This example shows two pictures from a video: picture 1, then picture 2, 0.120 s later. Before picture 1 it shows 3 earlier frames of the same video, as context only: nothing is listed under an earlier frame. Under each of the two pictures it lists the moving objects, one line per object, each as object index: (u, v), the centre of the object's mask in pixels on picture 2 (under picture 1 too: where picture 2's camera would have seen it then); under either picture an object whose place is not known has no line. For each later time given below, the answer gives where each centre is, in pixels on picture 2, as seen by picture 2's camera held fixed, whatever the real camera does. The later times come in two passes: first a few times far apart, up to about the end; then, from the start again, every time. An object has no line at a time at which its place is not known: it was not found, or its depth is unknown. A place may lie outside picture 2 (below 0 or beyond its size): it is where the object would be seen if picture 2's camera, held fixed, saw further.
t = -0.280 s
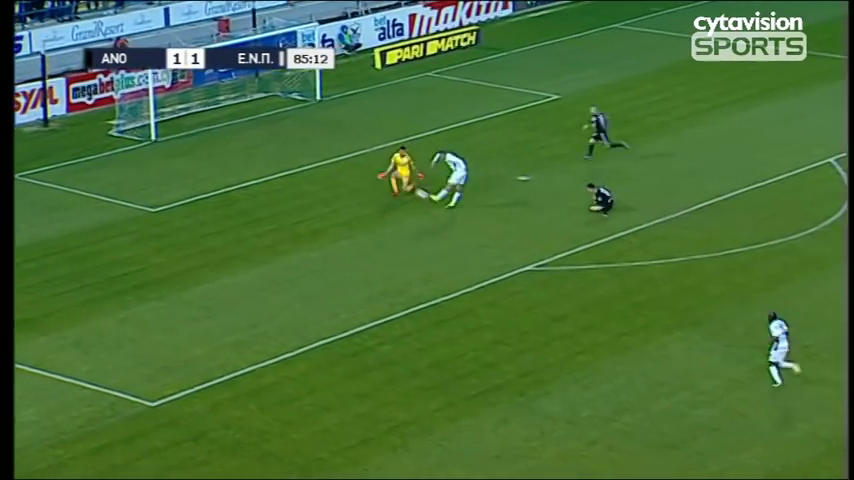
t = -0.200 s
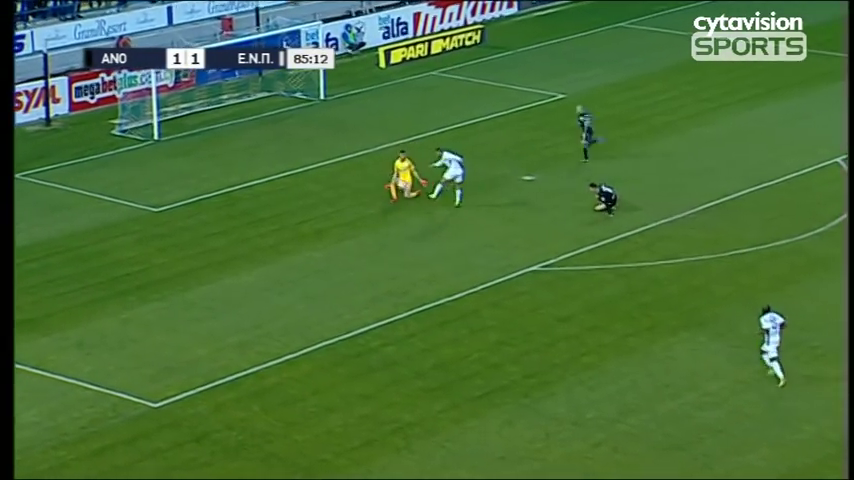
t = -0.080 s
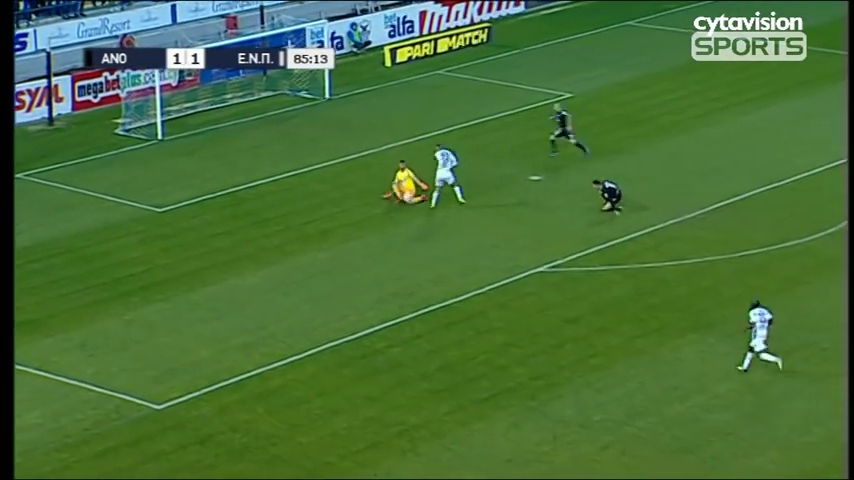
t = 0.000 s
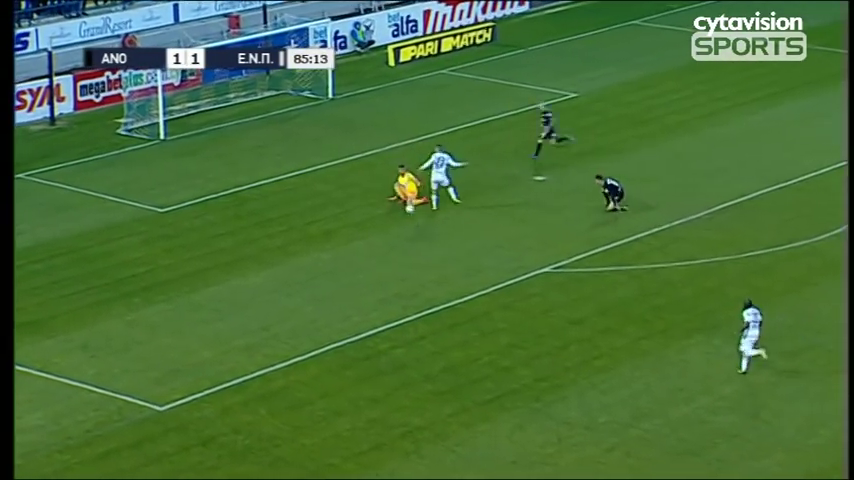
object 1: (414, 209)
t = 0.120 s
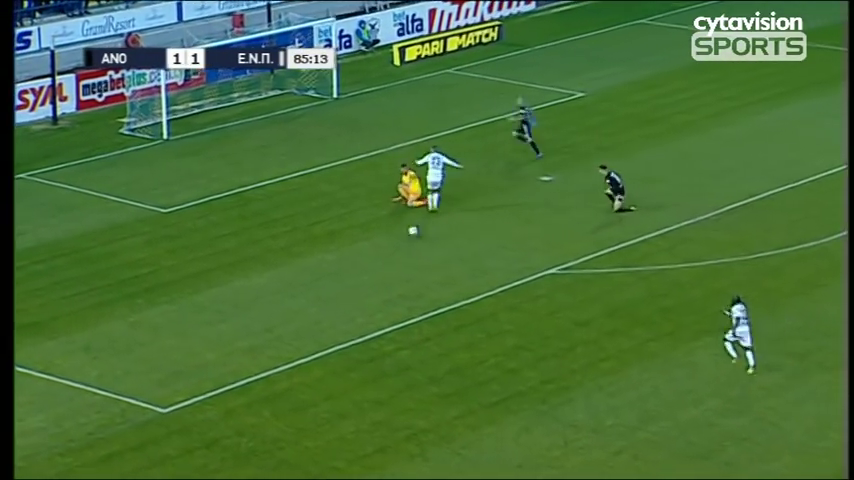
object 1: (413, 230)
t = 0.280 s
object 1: (408, 239)
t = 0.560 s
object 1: (396, 262)
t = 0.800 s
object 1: (383, 287)
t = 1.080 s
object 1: (369, 307)
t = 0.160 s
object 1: (412, 238)
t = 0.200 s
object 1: (411, 238)
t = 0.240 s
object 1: (409, 238)
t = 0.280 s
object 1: (408, 239)
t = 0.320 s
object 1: (407, 240)
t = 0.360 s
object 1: (405, 243)
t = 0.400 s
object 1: (404, 245)
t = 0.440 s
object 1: (402, 248)
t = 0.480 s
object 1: (400, 252)
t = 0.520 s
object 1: (398, 257)
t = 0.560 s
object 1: (396, 262)
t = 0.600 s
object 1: (394, 268)
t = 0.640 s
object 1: (391, 274)
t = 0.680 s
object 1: (389, 281)
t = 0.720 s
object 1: (387, 285)
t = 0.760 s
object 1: (385, 286)
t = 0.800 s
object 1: (383, 287)
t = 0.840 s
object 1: (381, 289)
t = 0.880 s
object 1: (379, 292)
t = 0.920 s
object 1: (377, 296)
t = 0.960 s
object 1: (375, 300)
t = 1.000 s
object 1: (372, 304)
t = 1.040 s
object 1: (371, 305)
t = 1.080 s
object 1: (369, 307)
